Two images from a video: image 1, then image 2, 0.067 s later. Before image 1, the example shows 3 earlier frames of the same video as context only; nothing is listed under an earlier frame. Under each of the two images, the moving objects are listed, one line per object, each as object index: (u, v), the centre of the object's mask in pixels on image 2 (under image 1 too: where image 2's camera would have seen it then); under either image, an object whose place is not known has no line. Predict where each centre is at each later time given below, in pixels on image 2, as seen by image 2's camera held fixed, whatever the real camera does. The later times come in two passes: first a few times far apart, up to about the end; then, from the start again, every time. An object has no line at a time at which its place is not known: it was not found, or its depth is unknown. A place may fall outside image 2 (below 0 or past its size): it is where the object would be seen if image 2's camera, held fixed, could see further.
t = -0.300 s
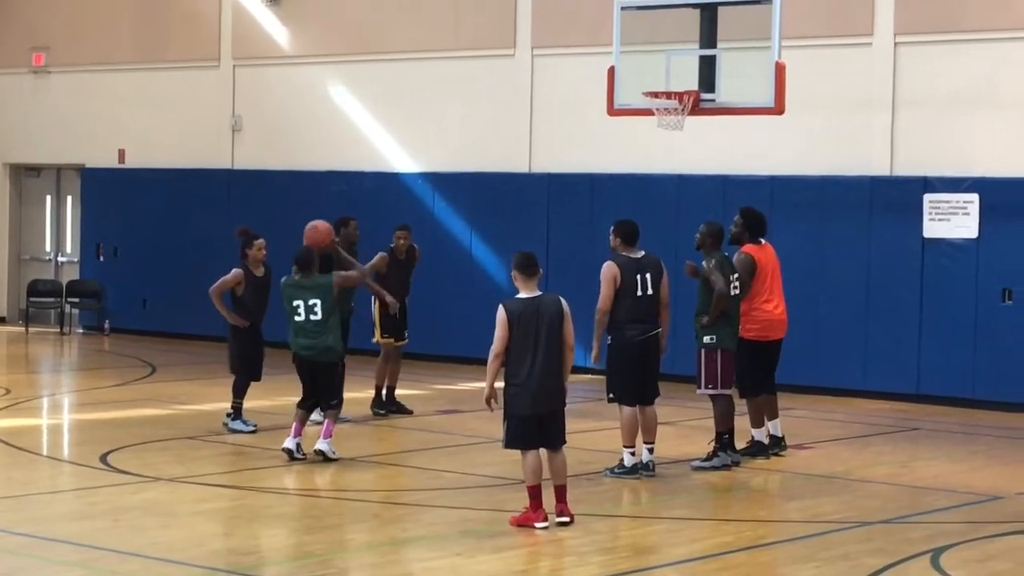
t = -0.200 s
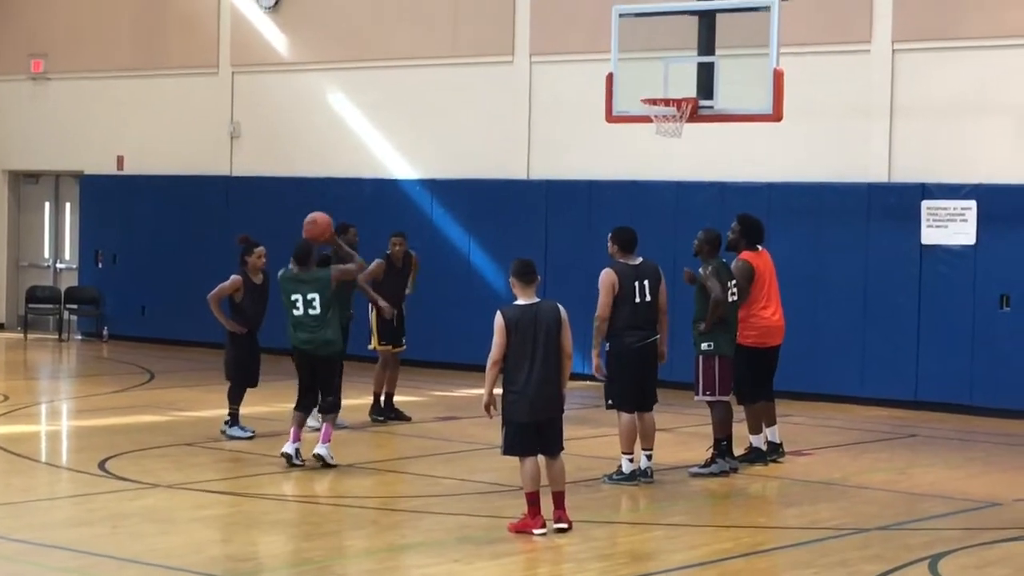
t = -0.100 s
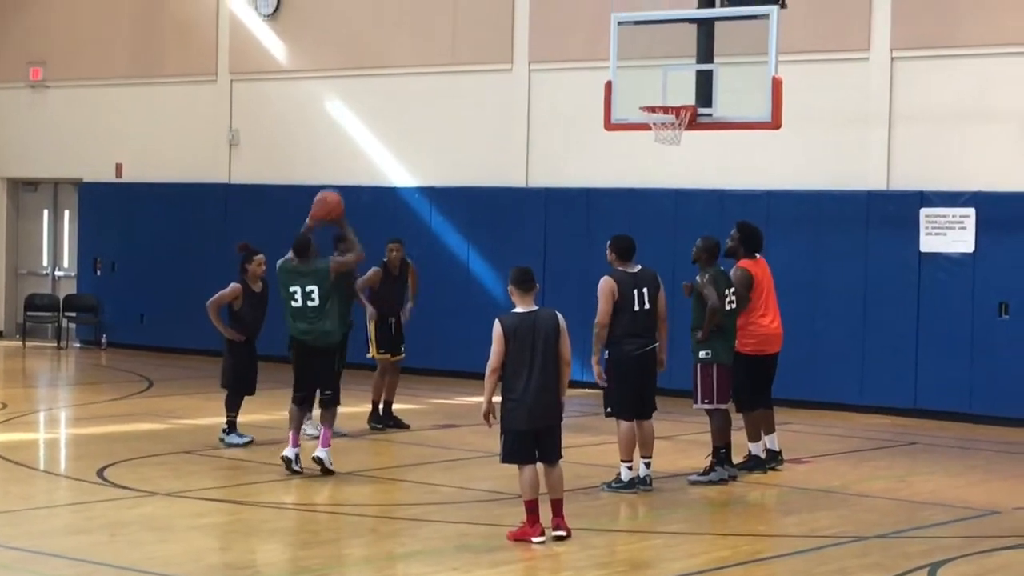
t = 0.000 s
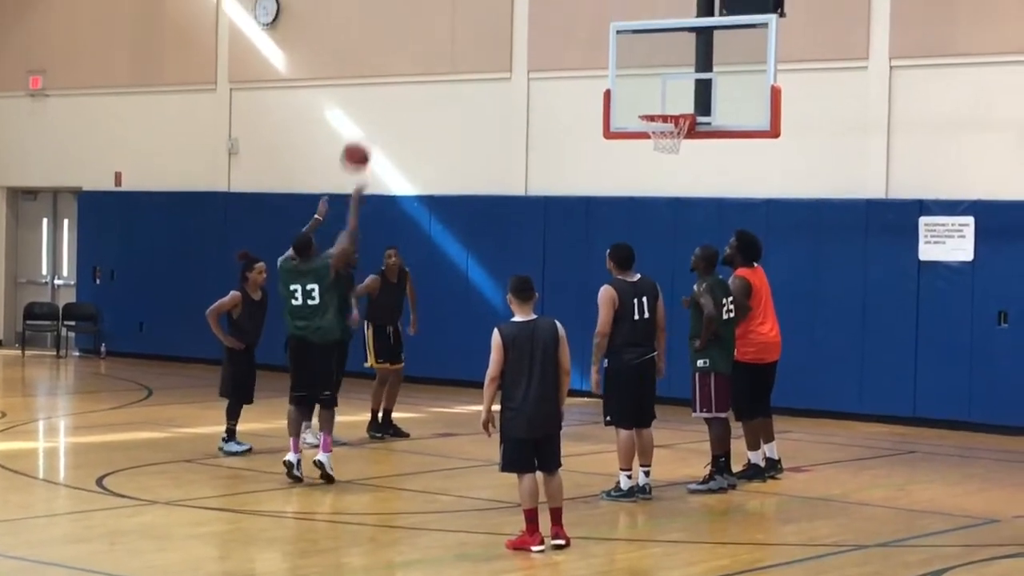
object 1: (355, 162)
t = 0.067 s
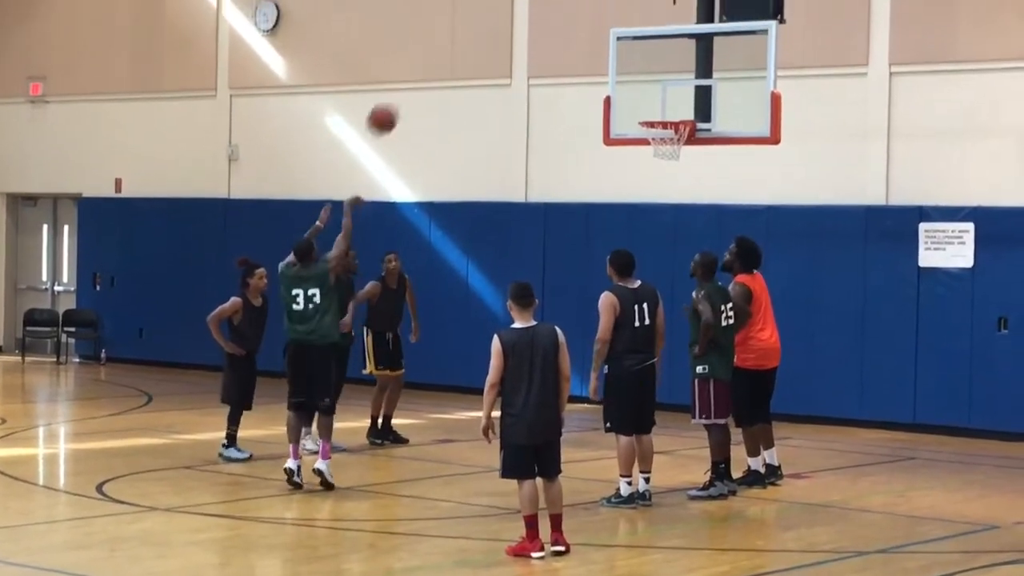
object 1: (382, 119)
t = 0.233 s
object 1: (442, 42)
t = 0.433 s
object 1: (508, -1)
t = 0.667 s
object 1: (579, 8)
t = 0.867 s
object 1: (632, 62)
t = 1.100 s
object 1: (681, 153)
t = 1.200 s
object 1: (680, 163)
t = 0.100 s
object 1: (394, 101)
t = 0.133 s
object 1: (407, 84)
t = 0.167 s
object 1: (419, 68)
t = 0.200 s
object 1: (431, 54)
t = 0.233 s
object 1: (442, 42)
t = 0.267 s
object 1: (454, 31)
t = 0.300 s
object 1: (464, 22)
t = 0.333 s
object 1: (476, 14)
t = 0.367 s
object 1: (487, 7)
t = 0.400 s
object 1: (498, 2)
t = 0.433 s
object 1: (508, -1)
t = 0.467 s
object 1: (519, -4)
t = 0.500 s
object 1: (530, -5)
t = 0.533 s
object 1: (540, -5)
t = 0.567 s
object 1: (550, -4)
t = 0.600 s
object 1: (559, -1)
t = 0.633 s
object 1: (569, 3)
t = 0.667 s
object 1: (579, 8)
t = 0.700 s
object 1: (588, 14)
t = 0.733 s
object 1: (597, 21)
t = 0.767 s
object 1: (606, 29)
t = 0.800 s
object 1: (614, 39)
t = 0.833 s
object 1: (624, 52)
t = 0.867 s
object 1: (632, 62)
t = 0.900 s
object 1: (641, 75)
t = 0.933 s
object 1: (649, 90)
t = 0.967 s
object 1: (657, 104)
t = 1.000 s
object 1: (665, 117)
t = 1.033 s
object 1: (672, 134)
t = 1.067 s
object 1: (680, 153)
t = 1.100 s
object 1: (681, 153)
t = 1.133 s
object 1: (681, 155)
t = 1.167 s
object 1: (680, 158)
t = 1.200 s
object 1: (680, 163)
